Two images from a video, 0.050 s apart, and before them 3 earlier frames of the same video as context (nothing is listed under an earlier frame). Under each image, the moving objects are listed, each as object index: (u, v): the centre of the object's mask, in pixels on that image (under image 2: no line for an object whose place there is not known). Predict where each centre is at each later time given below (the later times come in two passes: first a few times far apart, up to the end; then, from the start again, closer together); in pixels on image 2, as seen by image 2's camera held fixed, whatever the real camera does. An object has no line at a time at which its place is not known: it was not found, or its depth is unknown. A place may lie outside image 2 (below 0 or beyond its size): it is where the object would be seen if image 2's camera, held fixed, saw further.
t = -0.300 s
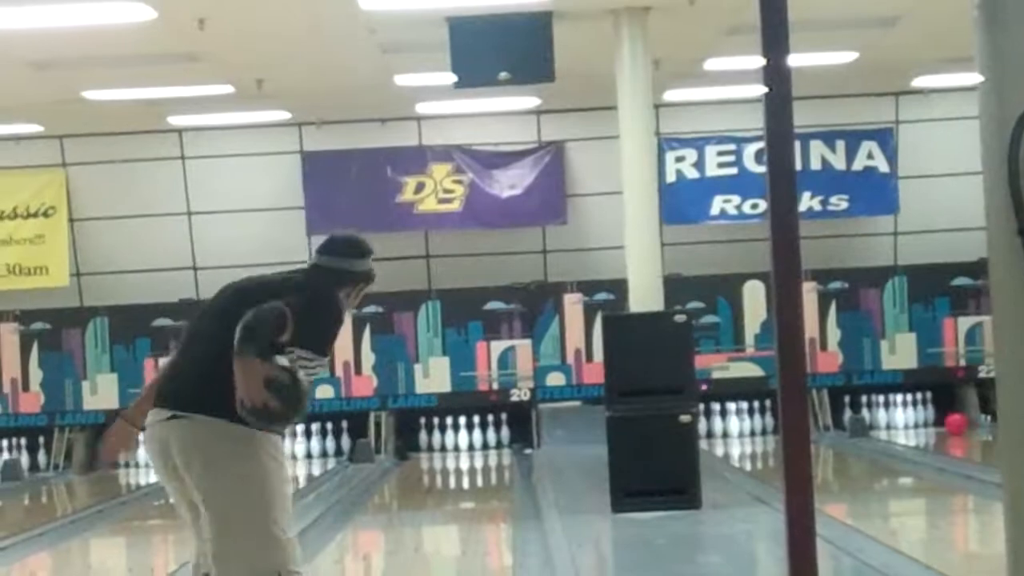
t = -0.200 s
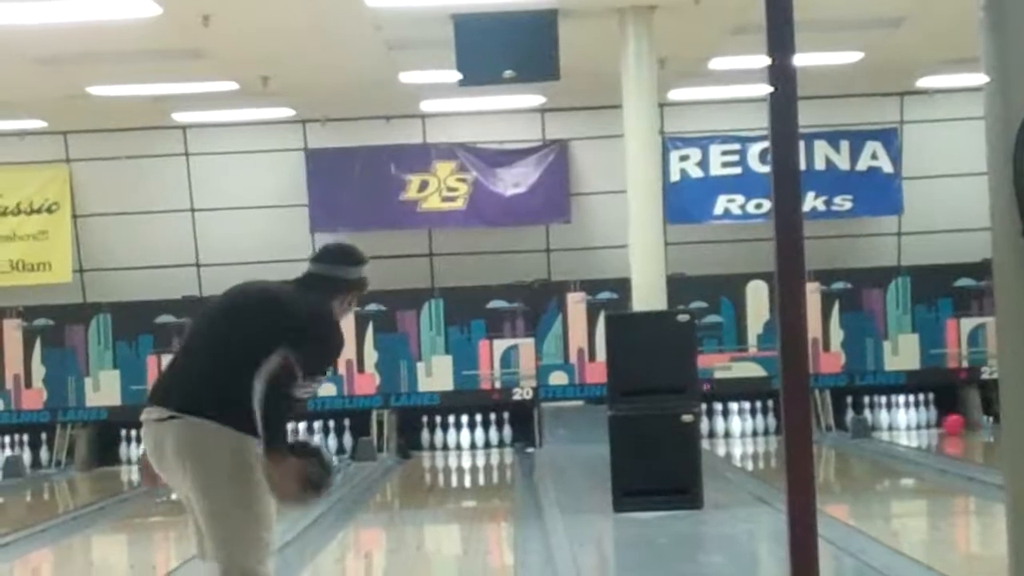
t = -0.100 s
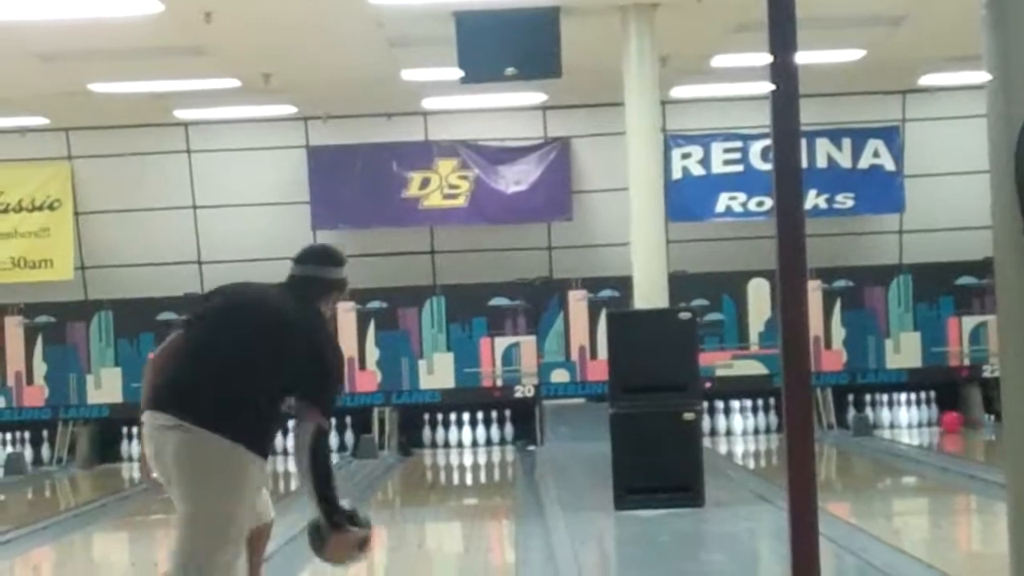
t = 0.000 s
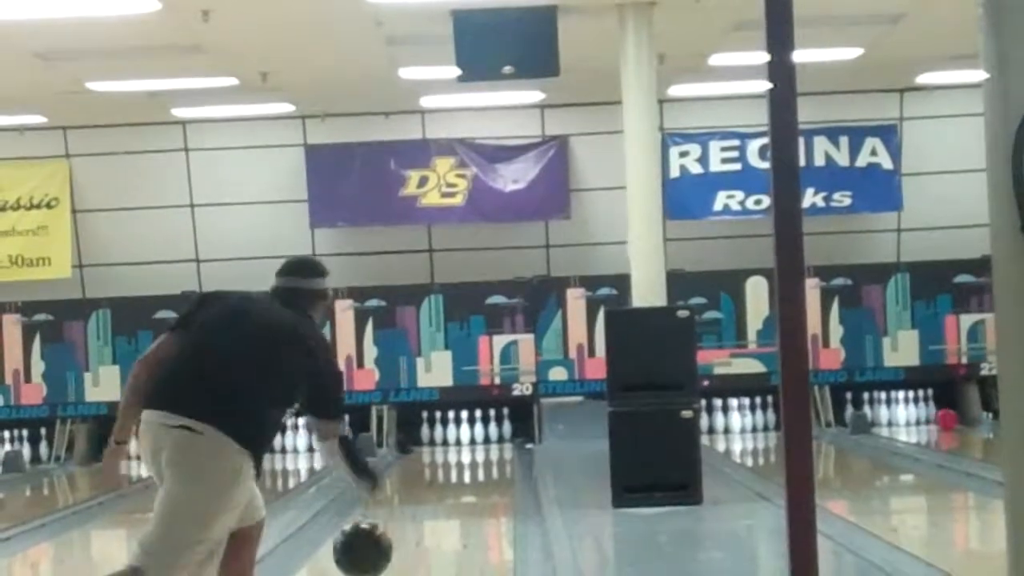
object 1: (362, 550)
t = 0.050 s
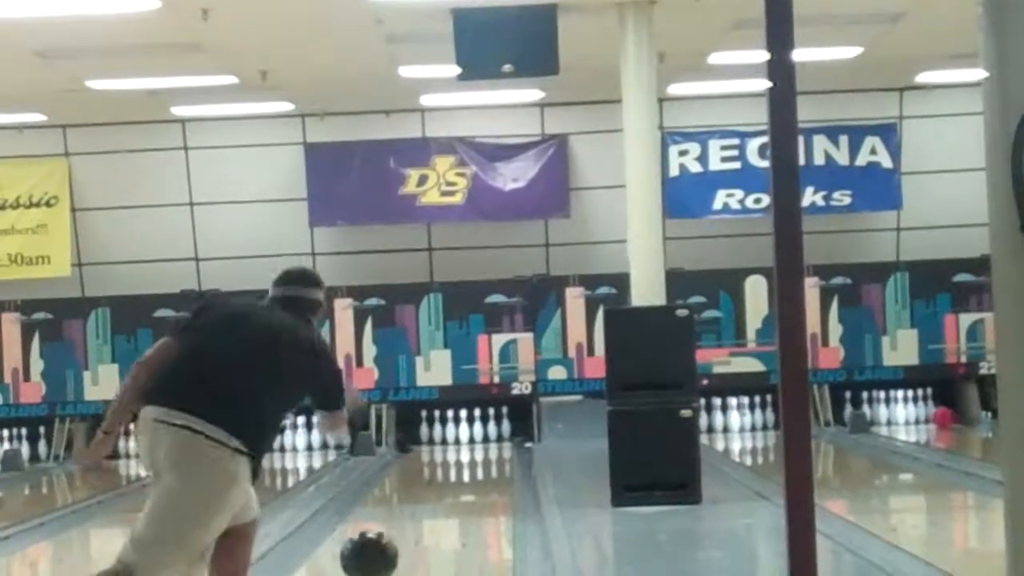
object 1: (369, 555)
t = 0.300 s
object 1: (400, 564)
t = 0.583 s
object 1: (419, 536)
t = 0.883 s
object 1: (434, 511)
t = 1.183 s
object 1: (445, 491)
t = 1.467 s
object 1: (452, 475)
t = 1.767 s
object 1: (458, 464)
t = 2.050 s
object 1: (461, 455)
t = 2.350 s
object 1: (462, 446)
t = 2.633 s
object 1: (460, 440)
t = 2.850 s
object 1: (452, 437)
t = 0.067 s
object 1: (371, 557)
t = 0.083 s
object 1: (374, 561)
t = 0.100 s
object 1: (376, 563)
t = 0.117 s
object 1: (380, 566)
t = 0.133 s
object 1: (382, 570)
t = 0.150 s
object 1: (385, 573)
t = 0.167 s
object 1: (388, 572)
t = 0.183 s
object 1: (390, 572)
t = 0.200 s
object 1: (391, 570)
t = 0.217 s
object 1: (392, 570)
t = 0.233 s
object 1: (394, 569)
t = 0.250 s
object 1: (395, 568)
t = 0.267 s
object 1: (397, 567)
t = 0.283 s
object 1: (398, 565)
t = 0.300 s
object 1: (400, 564)
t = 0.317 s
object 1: (401, 562)
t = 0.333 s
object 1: (403, 562)
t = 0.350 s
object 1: (405, 561)
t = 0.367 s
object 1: (405, 560)
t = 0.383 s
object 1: (406, 559)
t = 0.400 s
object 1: (407, 557)
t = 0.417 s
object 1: (408, 555)
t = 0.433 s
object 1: (409, 553)
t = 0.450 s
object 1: (411, 551)
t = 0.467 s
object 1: (412, 549)
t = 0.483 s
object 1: (413, 546)
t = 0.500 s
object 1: (414, 545)
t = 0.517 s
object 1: (415, 543)
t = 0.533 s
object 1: (416, 542)
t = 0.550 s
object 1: (417, 539)
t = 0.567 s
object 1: (418, 538)
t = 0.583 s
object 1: (419, 536)
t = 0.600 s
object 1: (420, 535)
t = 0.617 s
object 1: (421, 533)
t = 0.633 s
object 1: (422, 531)
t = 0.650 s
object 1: (423, 529)
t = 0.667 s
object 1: (424, 527)
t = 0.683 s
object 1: (425, 526)
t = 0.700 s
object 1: (426, 525)
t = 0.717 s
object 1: (426, 523)
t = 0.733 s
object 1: (427, 522)
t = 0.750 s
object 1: (428, 520)
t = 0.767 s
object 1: (429, 519)
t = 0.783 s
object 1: (430, 517)
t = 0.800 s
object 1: (430, 517)
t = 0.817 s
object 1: (431, 516)
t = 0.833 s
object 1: (432, 515)
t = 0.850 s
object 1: (432, 513)
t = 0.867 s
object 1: (434, 512)
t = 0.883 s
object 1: (434, 511)
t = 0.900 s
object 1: (435, 509)
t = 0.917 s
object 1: (435, 508)
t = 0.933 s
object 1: (436, 507)
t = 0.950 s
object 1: (437, 506)
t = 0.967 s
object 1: (437, 505)
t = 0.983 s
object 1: (438, 504)
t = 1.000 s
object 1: (439, 503)
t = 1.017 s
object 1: (439, 502)
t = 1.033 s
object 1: (440, 501)
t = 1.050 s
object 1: (441, 500)
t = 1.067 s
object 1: (441, 499)
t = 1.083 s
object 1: (442, 498)
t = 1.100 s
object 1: (442, 496)
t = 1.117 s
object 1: (444, 495)
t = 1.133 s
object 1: (444, 494)
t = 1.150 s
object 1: (445, 493)
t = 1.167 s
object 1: (444, 492)
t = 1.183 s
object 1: (445, 491)
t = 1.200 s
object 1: (445, 490)
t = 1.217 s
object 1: (446, 489)
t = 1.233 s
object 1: (446, 488)
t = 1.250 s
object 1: (447, 486)
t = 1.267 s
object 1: (447, 486)
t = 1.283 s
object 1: (448, 485)
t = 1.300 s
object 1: (448, 485)
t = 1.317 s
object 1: (448, 484)
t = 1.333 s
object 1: (449, 483)
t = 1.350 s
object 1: (449, 483)
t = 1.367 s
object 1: (450, 482)
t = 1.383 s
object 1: (450, 481)
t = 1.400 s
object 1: (450, 480)
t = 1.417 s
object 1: (451, 479)
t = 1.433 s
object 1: (452, 477)
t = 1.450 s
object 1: (452, 476)
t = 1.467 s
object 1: (452, 475)
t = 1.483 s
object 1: (452, 475)
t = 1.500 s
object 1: (452, 475)
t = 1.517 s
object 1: (452, 474)
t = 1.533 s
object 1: (453, 473)
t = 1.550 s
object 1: (454, 473)
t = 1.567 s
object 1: (454, 472)
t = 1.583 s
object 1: (455, 472)
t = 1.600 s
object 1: (455, 471)
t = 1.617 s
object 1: (455, 470)
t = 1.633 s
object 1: (455, 469)
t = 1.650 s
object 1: (456, 468)
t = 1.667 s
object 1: (456, 468)
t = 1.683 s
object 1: (456, 468)
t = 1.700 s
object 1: (456, 467)
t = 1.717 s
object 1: (457, 466)
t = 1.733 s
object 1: (457, 465)
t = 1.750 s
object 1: (457, 465)
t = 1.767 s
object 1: (458, 464)
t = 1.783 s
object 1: (458, 463)
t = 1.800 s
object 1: (458, 462)
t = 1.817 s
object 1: (459, 462)
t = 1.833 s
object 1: (459, 461)
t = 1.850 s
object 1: (459, 461)
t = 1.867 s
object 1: (459, 461)
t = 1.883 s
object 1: (460, 460)
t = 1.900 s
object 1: (460, 459)
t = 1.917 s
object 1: (460, 459)
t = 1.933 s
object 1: (460, 459)
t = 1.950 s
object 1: (460, 458)
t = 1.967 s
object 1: (461, 457)
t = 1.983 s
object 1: (461, 457)
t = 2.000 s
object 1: (461, 457)
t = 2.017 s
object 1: (461, 456)
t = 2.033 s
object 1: (461, 455)
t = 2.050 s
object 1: (461, 455)
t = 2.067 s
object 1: (462, 454)
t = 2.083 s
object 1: (461, 454)
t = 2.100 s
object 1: (461, 453)
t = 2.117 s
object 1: (461, 452)
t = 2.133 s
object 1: (461, 451)
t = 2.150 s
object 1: (461, 451)
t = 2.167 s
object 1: (461, 451)
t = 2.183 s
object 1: (462, 451)
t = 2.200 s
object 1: (462, 450)
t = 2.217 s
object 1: (462, 450)
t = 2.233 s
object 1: (462, 449)
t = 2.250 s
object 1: (462, 448)
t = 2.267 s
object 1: (462, 447)
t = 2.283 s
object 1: (462, 447)
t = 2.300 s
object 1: (462, 447)
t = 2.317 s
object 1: (462, 446)
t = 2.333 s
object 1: (462, 446)
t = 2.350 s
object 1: (462, 446)
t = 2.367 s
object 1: (461, 445)
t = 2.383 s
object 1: (462, 445)
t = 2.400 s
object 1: (462, 445)
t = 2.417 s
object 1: (461, 444)
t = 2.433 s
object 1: (462, 444)
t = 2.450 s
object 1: (462, 443)
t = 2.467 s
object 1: (461, 442)
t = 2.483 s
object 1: (462, 442)
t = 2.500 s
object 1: (462, 442)
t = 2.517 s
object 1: (462, 442)
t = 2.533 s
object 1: (462, 442)
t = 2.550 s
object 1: (462, 442)
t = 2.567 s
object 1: (461, 441)
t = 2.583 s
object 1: (461, 441)
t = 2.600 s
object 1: (461, 440)
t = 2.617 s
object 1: (461, 440)
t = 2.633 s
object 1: (460, 440)
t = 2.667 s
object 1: (459, 439)
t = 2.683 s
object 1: (460, 439)
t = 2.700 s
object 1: (460, 439)
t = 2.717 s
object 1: (459, 439)
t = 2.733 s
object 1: (458, 439)
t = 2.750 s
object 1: (458, 438)
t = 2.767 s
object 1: (458, 438)
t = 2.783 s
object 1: (458, 438)
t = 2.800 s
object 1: (457, 437)
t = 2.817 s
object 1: (456, 437)
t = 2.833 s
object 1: (454, 437)
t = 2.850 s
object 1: (452, 437)
